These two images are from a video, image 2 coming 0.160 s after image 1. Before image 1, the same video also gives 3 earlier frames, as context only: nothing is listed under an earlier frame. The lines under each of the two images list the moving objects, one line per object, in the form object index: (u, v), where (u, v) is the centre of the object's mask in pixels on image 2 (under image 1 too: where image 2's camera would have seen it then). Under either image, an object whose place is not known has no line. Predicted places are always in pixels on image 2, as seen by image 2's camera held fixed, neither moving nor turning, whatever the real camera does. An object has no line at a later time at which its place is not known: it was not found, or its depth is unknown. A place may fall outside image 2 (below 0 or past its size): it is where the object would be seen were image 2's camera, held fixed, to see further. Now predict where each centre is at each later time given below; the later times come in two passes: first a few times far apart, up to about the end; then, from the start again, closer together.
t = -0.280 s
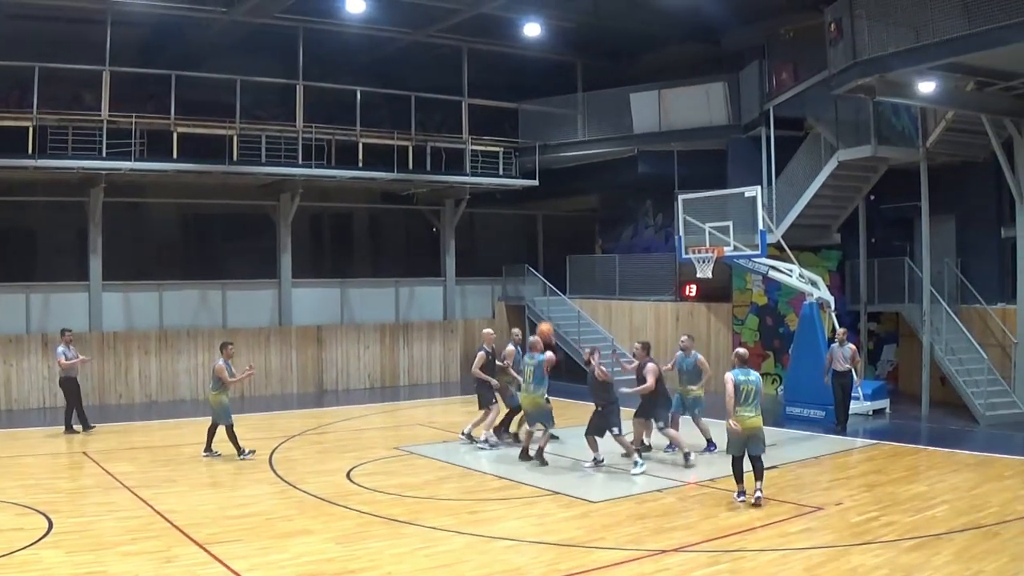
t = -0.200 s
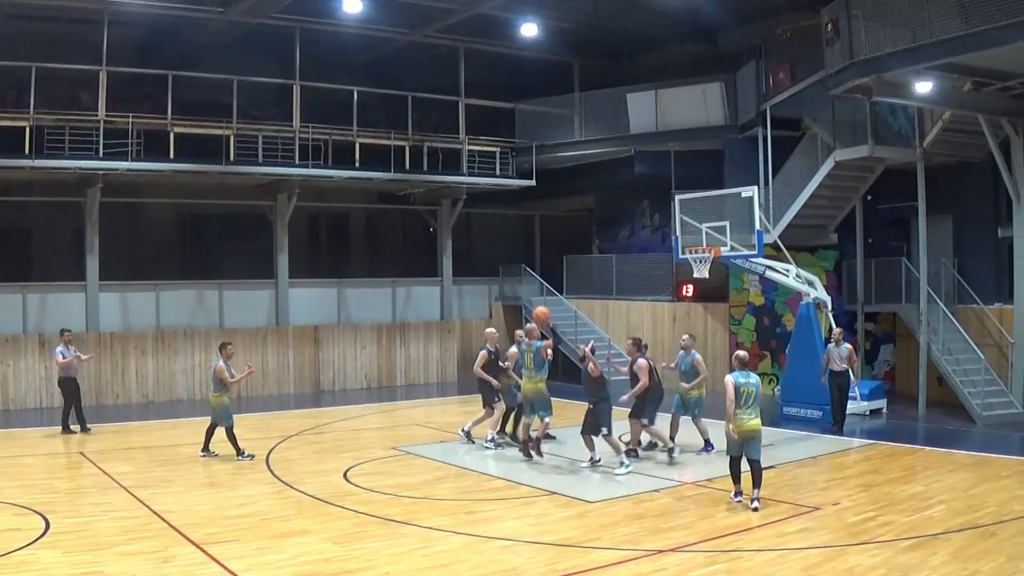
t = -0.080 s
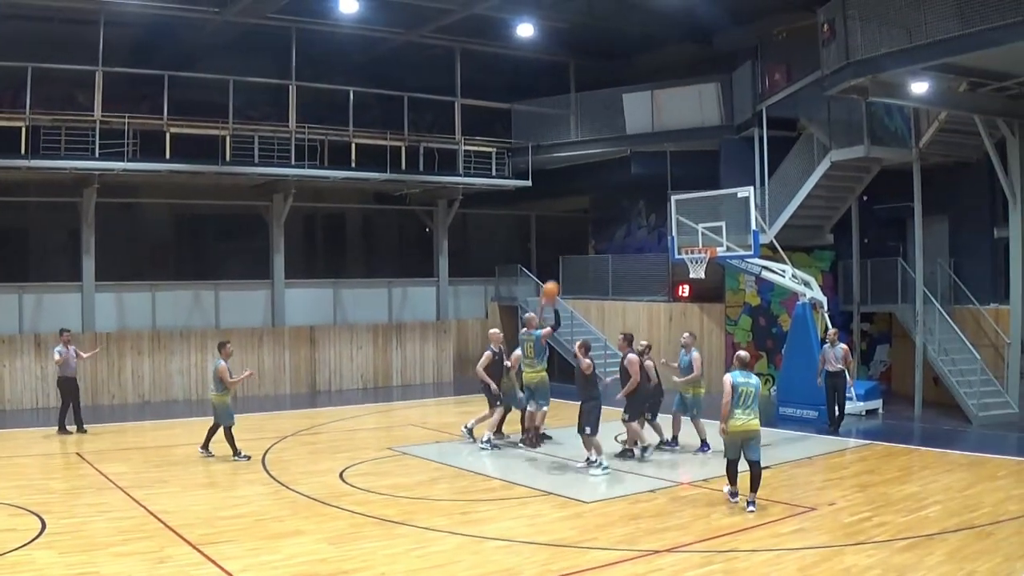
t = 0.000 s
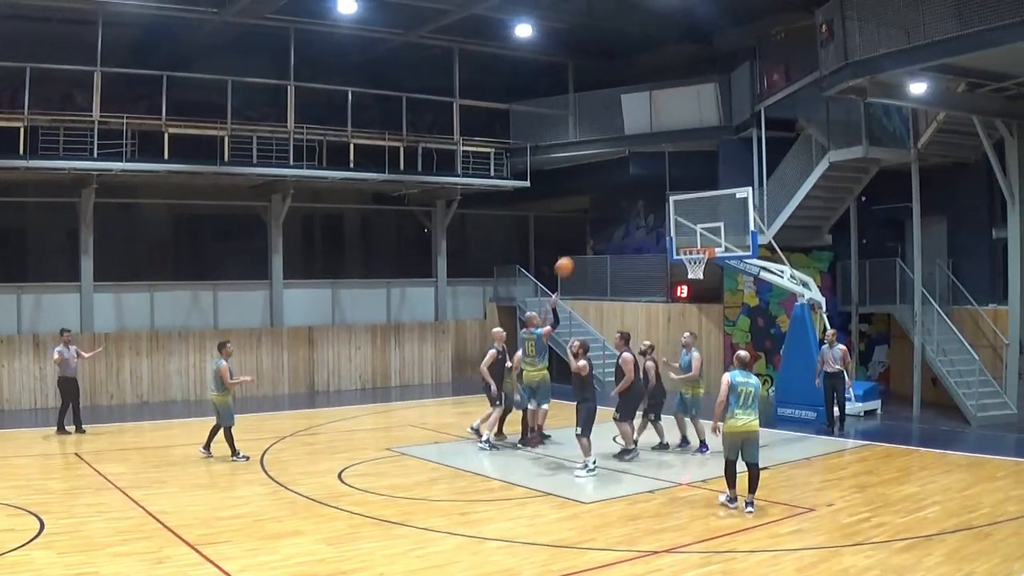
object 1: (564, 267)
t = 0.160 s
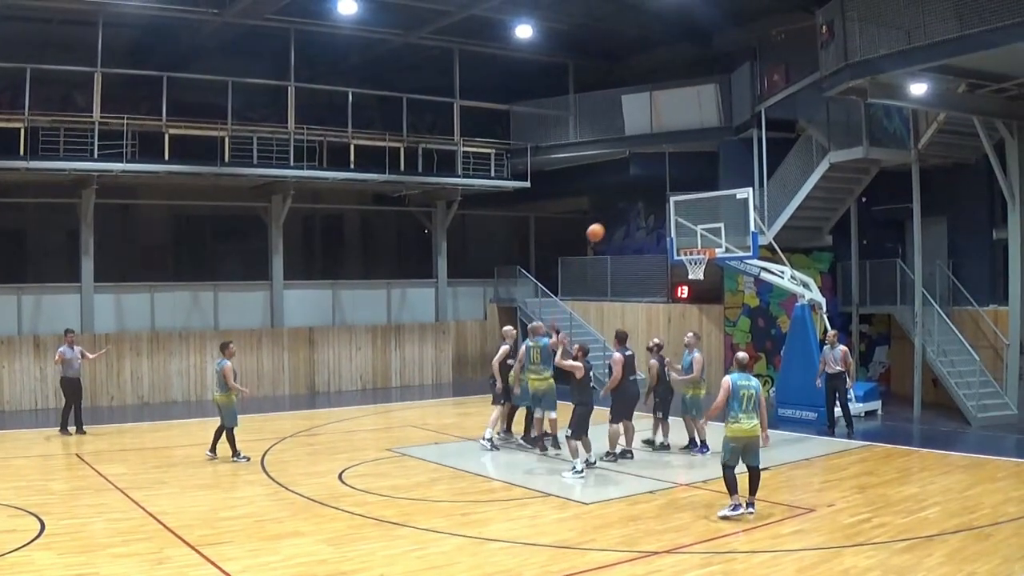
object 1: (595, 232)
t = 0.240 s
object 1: (610, 222)
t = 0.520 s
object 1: (660, 219)
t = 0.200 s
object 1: (603, 227)
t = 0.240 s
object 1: (610, 222)
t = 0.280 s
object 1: (618, 219)
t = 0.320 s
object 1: (625, 216)
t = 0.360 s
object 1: (632, 214)
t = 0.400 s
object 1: (639, 214)
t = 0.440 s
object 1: (647, 215)
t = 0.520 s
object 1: (660, 219)
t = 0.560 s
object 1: (666, 222)
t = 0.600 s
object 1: (673, 227)
